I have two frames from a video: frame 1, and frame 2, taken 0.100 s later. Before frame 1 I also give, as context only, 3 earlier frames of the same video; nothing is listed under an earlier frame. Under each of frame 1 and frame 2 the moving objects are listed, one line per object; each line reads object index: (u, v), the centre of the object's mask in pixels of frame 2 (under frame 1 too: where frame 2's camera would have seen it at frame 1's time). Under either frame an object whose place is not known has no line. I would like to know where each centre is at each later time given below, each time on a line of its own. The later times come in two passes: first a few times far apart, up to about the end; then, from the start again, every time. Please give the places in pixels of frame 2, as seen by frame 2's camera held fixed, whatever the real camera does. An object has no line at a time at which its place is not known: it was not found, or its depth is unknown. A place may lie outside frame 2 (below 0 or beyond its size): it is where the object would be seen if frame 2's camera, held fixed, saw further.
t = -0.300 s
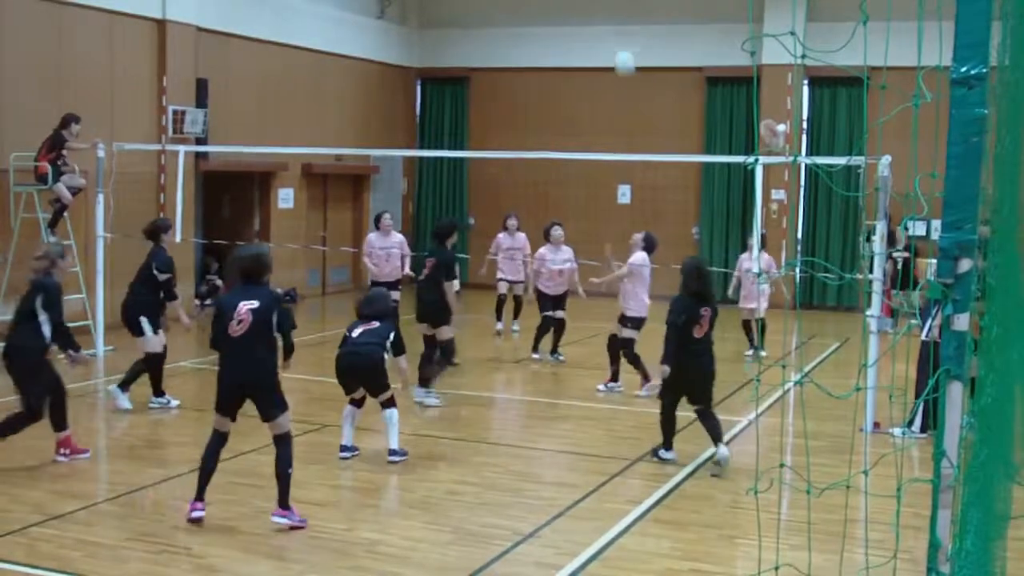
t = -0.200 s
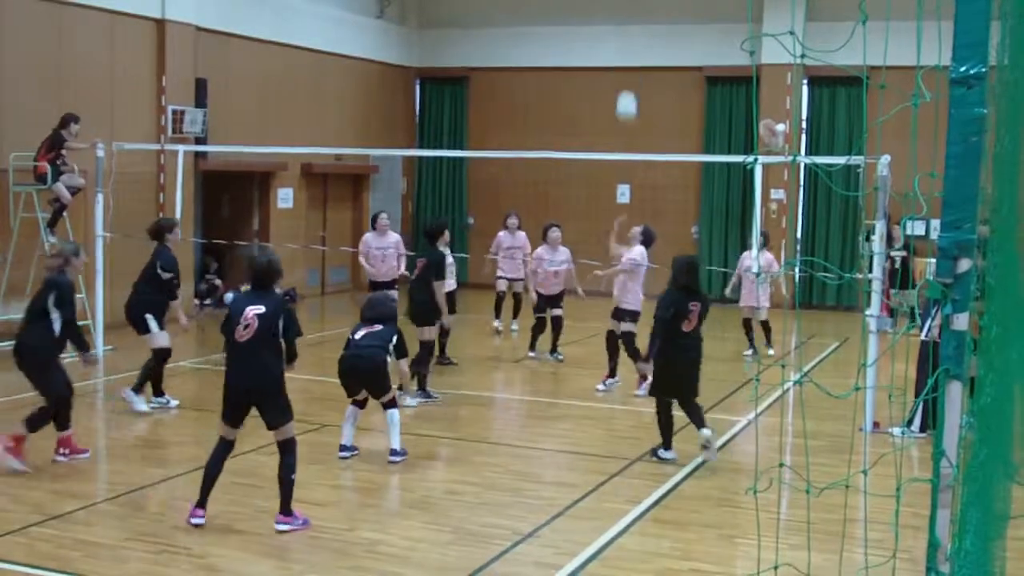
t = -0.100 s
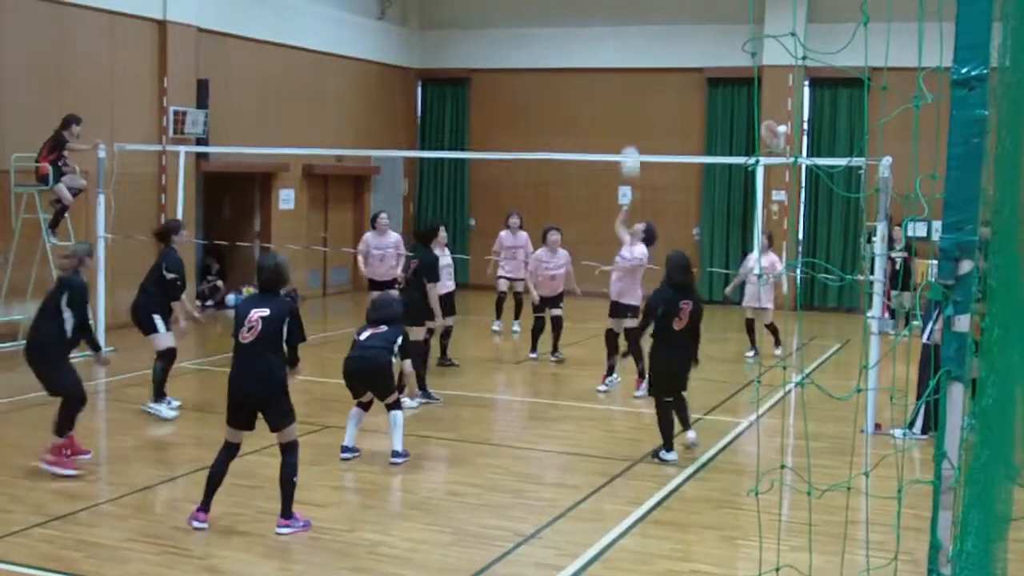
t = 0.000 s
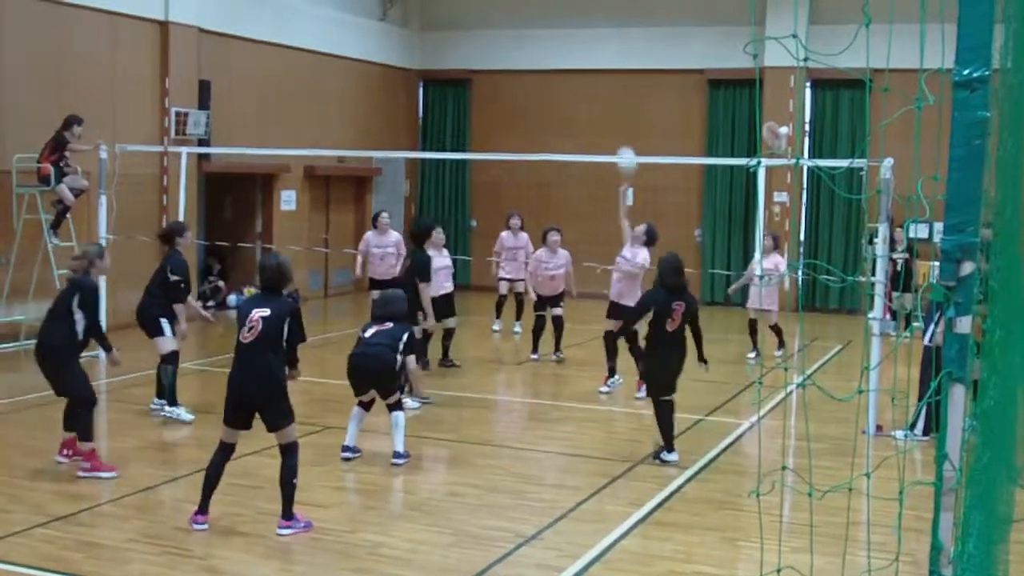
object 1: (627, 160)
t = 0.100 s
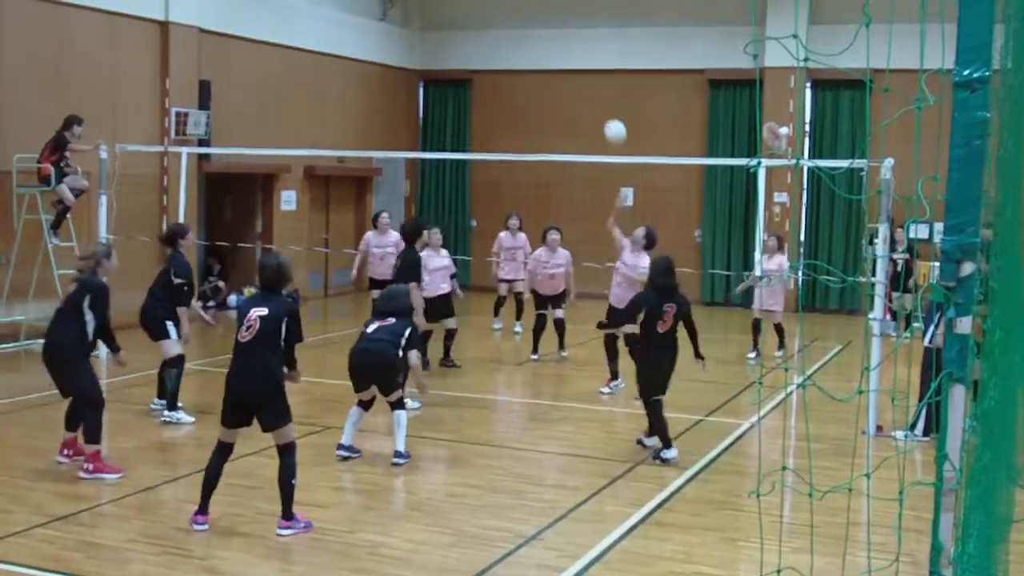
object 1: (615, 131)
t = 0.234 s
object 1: (598, 107)
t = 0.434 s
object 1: (570, 104)
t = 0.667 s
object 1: (535, 157)
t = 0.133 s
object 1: (611, 123)
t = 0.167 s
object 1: (607, 117)
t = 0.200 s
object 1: (602, 111)
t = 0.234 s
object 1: (598, 107)
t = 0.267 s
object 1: (593, 103)
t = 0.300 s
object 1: (589, 101)
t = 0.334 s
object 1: (585, 100)
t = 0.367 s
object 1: (580, 100)
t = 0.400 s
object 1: (575, 101)
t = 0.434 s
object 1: (570, 104)
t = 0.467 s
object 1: (565, 107)
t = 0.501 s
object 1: (560, 113)
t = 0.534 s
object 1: (555, 119)
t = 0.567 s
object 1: (551, 126)
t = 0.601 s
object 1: (545, 135)
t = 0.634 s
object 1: (541, 143)
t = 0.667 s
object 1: (535, 157)
